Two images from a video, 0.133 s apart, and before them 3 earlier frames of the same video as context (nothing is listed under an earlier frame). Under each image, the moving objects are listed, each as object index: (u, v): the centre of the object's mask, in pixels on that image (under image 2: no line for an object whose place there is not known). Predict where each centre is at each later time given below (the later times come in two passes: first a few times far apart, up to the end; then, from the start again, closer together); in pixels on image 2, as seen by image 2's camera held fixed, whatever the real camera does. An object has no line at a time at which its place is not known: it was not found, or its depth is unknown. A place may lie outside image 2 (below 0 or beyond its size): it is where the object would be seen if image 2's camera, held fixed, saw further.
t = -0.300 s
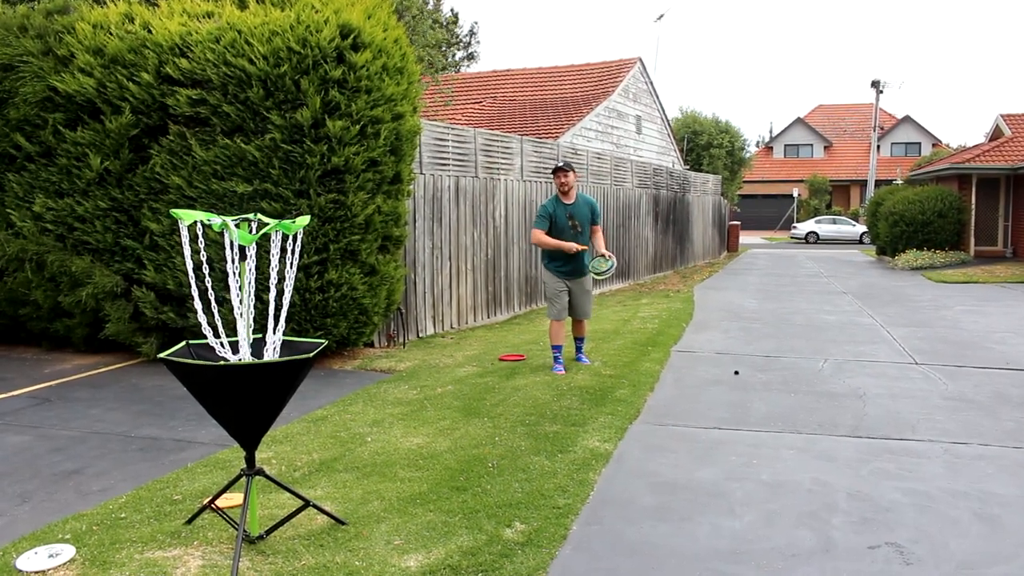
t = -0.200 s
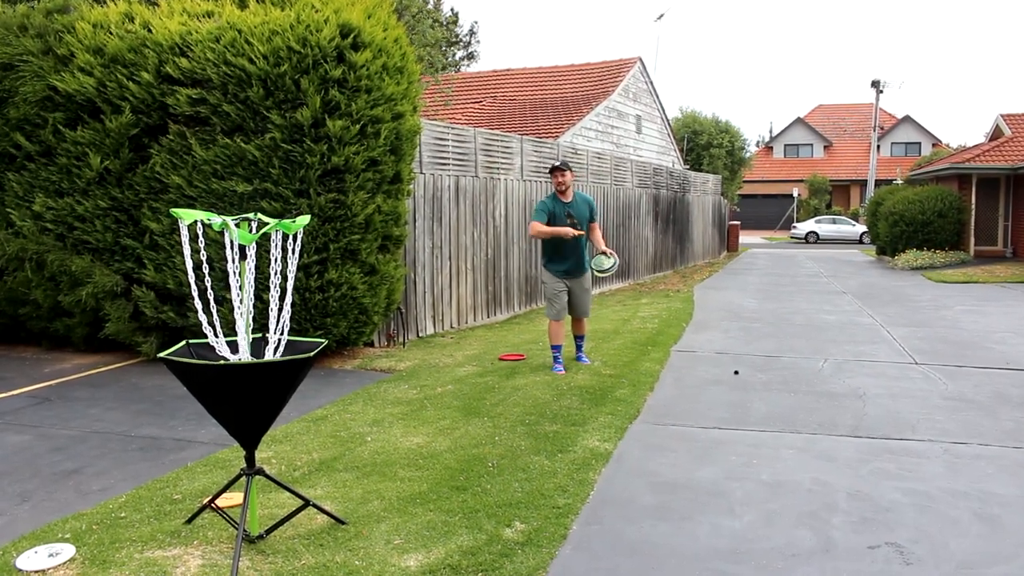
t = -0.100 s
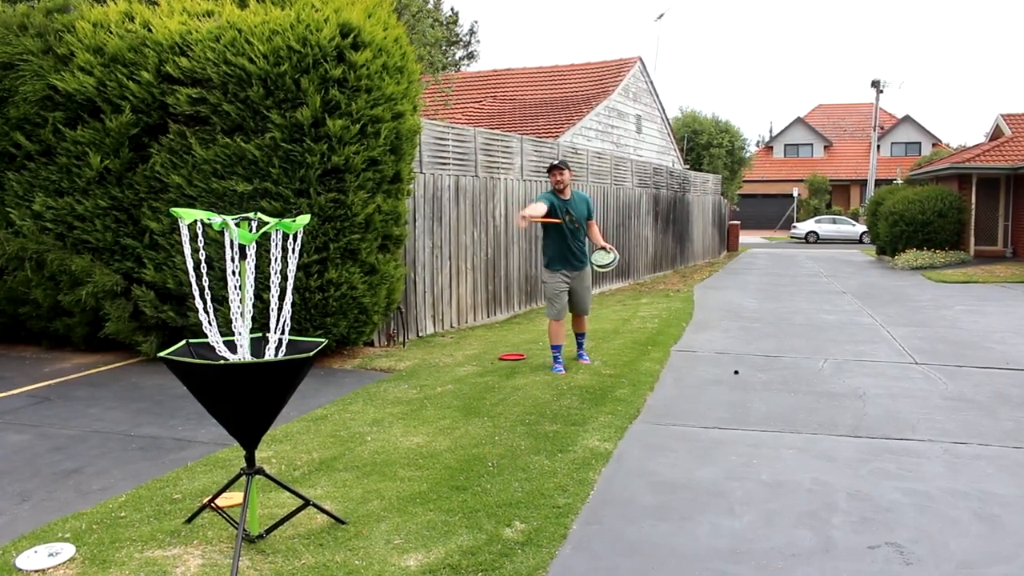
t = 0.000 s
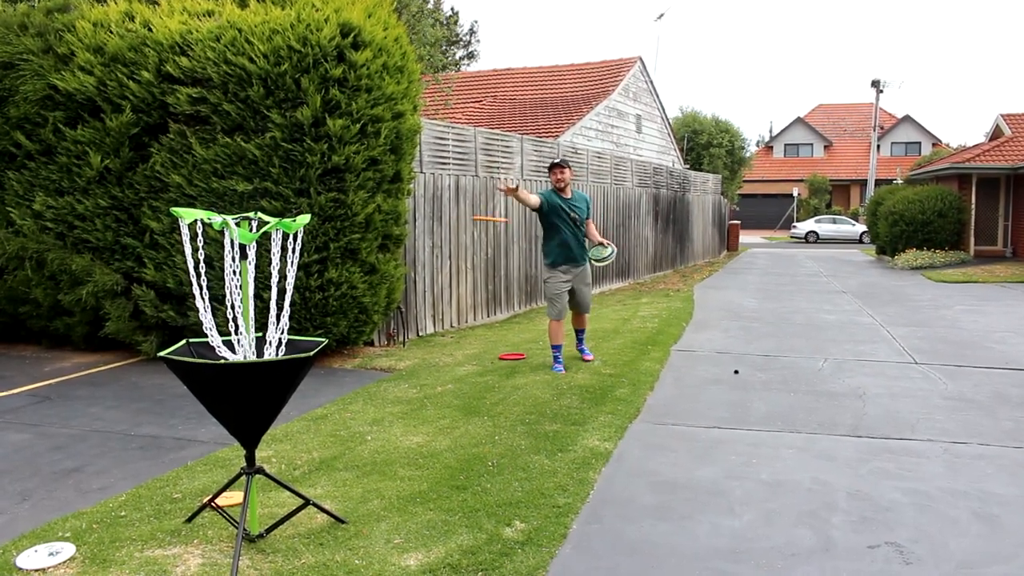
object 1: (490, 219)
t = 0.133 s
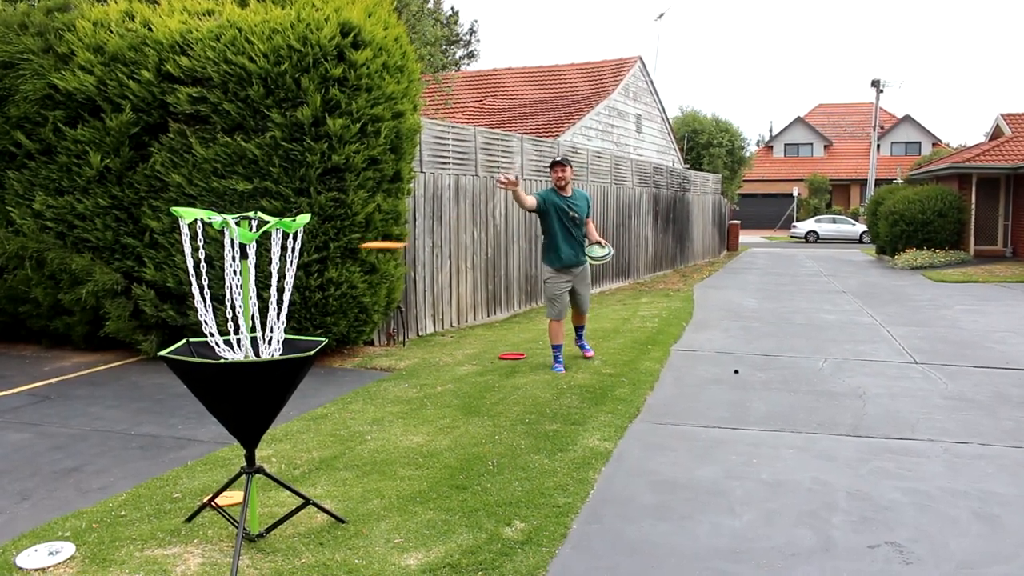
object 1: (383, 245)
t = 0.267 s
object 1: (261, 311)
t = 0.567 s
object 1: (244, 321)
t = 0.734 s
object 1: (252, 355)
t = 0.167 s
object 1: (349, 258)
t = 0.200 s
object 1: (314, 274)
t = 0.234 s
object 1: (270, 293)
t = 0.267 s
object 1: (261, 311)
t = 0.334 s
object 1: (261, 342)
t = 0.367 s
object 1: (263, 333)
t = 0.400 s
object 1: (259, 328)
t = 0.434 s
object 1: (256, 323)
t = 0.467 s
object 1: (250, 321)
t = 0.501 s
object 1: (247, 319)
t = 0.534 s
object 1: (247, 314)
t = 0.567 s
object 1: (244, 321)
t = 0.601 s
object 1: (243, 328)
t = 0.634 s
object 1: (239, 337)
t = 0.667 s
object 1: (242, 346)
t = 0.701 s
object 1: (244, 350)
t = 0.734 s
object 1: (252, 355)
